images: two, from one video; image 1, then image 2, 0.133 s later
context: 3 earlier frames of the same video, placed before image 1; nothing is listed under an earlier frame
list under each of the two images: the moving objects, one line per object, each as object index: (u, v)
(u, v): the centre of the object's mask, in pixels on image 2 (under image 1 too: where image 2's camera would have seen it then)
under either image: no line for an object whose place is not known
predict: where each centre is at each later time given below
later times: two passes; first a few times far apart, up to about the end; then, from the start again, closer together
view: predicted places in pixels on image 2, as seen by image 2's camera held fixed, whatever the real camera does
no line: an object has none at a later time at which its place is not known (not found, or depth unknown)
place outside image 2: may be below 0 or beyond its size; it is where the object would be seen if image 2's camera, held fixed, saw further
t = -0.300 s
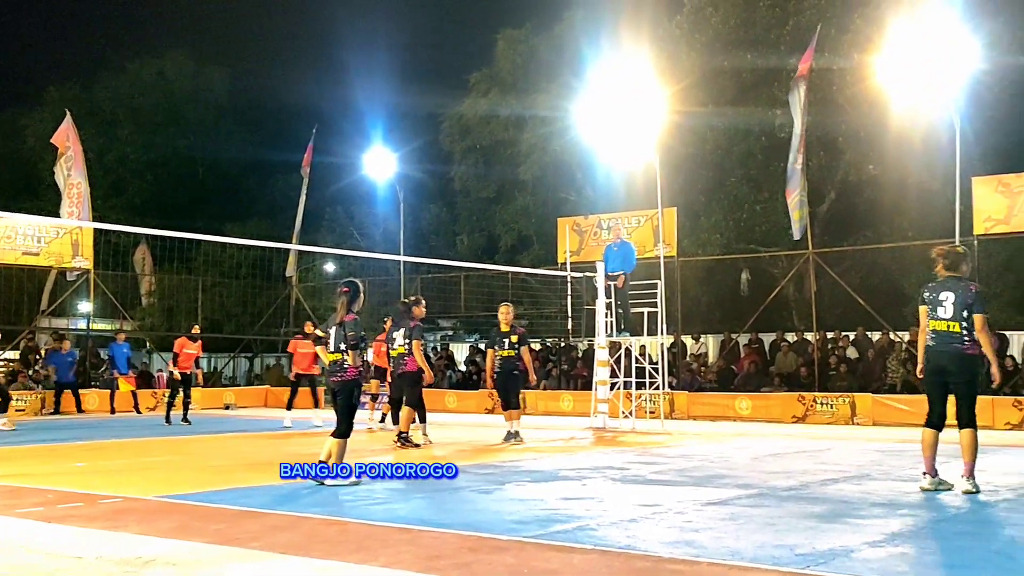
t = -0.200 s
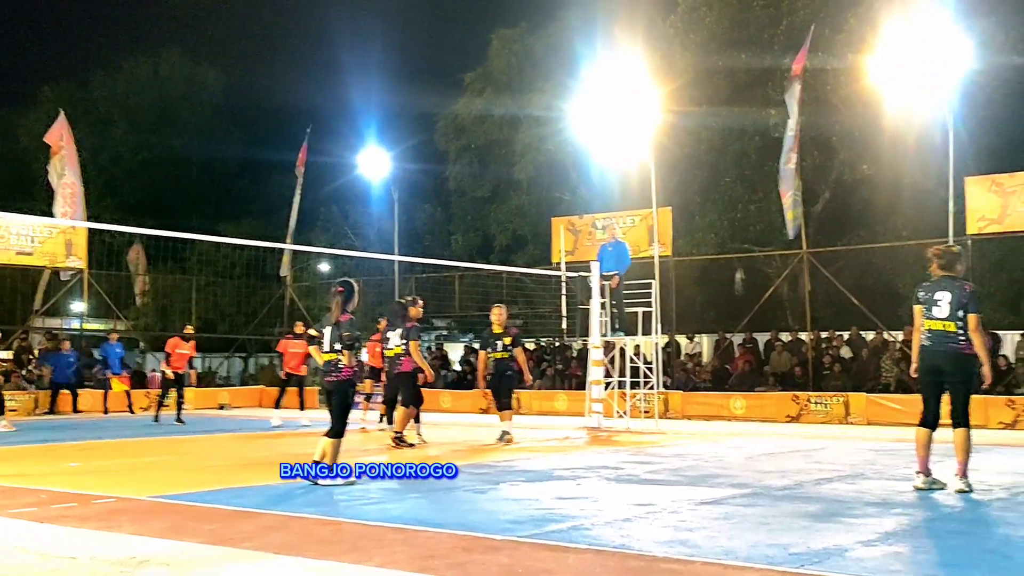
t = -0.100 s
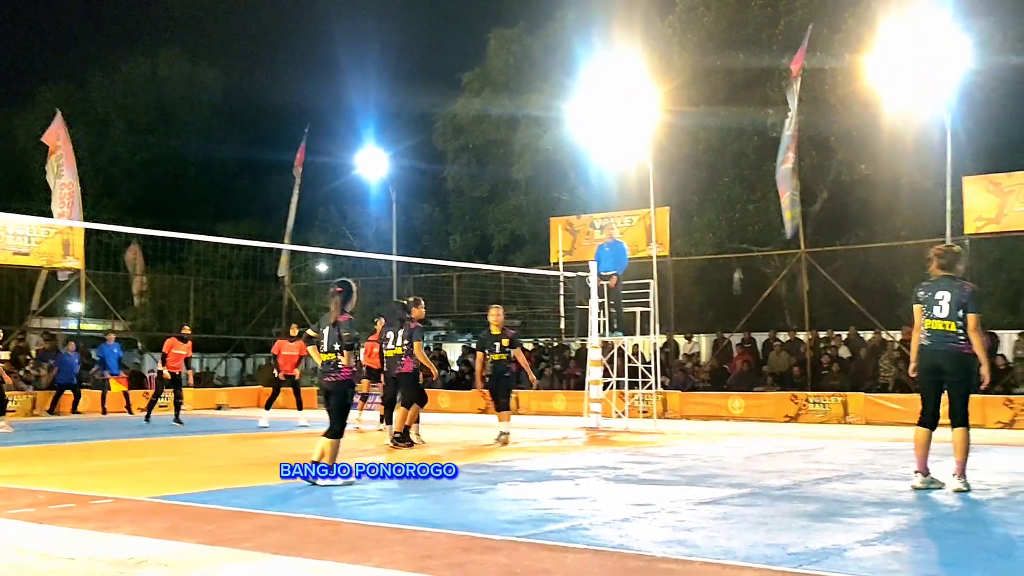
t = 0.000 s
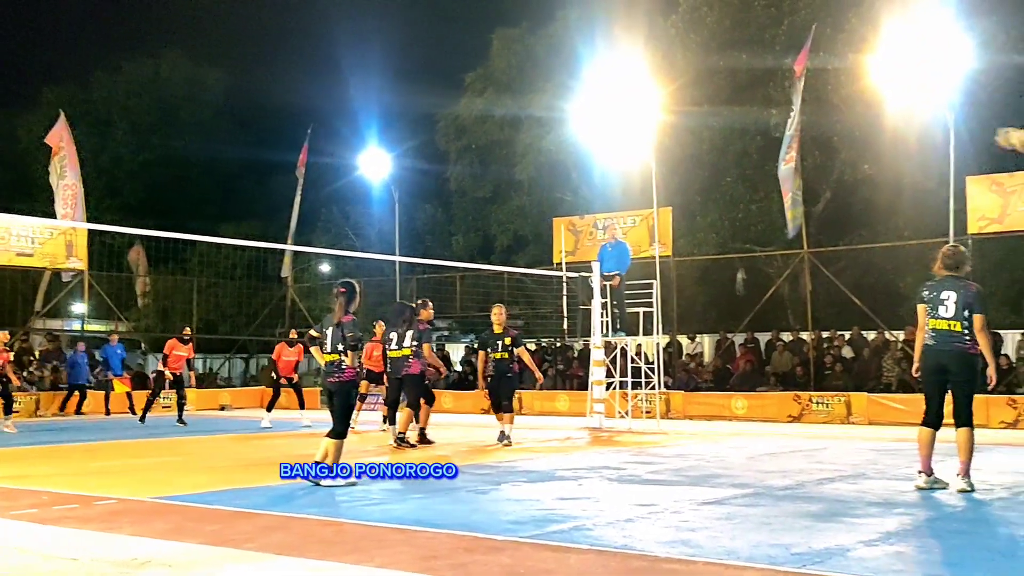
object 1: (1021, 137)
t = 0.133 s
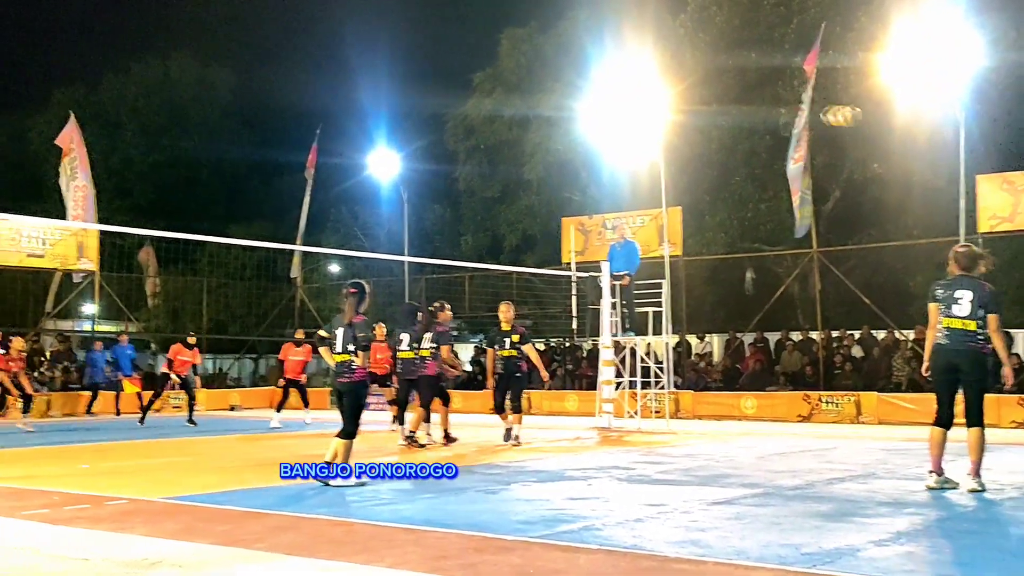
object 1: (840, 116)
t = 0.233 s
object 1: (724, 114)
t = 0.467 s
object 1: (507, 151)
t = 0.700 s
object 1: (342, 222)
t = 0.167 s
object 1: (795, 114)
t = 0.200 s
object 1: (762, 114)
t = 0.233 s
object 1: (724, 114)
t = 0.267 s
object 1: (687, 116)
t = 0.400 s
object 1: (565, 135)
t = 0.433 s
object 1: (535, 143)
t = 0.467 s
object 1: (507, 151)
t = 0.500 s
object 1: (484, 158)
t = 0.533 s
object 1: (457, 168)
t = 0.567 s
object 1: (432, 178)
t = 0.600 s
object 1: (411, 187)
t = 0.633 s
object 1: (385, 199)
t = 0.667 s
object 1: (363, 210)
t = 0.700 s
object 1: (342, 222)
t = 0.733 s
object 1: (321, 234)
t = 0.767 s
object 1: (302, 246)
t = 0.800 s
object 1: (281, 261)
